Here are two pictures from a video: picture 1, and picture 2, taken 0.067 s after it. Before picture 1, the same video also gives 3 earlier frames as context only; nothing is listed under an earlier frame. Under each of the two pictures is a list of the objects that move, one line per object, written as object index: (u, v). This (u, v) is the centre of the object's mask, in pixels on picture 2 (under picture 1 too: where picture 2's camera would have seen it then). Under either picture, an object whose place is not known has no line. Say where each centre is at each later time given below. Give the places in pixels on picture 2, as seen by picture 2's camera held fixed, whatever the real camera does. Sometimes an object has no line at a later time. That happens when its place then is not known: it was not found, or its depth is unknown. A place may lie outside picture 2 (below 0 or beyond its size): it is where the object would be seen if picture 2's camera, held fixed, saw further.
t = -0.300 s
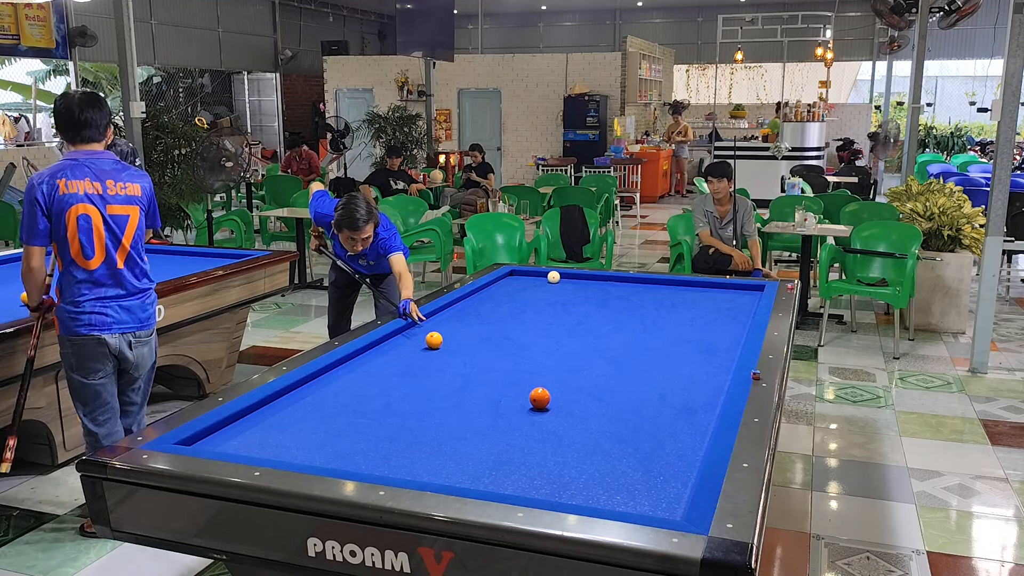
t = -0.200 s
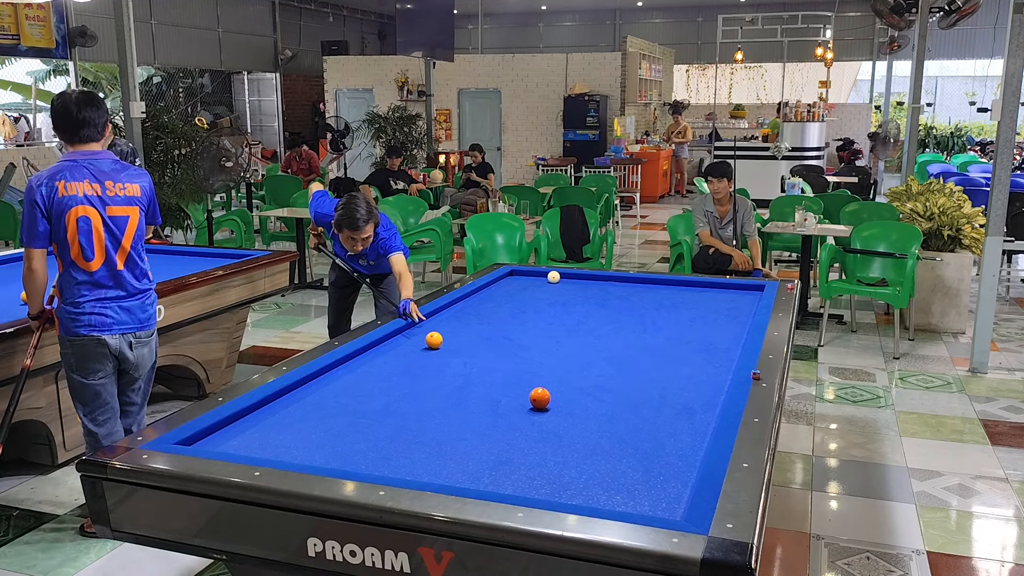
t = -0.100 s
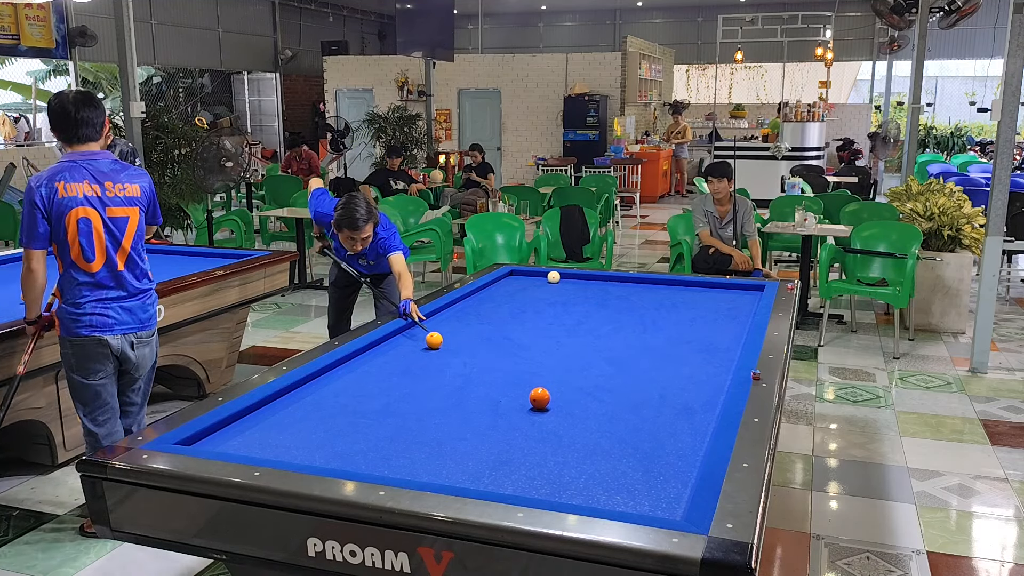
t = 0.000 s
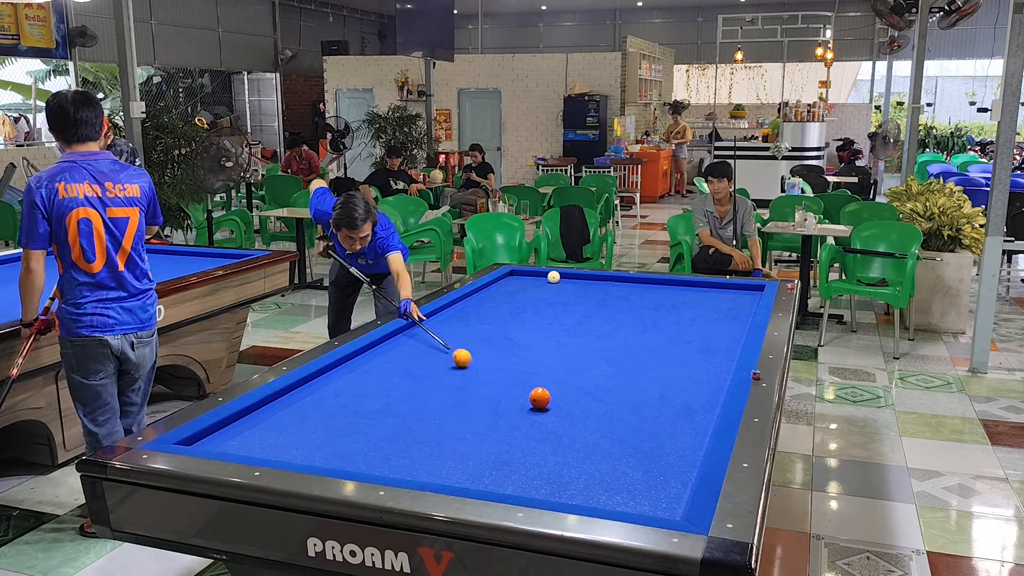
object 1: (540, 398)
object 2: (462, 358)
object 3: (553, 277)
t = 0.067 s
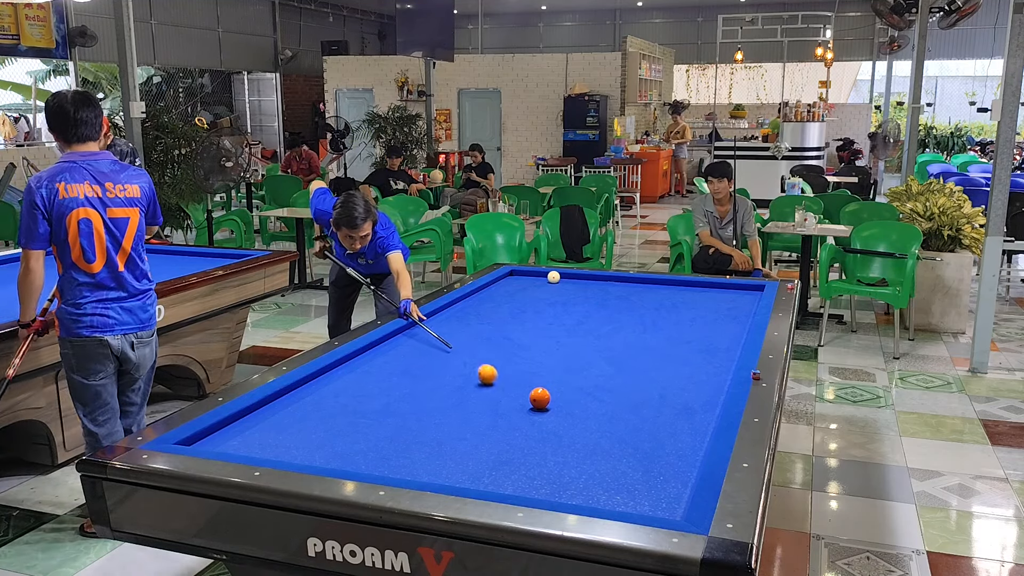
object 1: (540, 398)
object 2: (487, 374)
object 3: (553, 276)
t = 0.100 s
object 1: (540, 398)
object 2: (501, 383)
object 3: (553, 276)
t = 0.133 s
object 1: (540, 398)
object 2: (515, 392)
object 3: (553, 277)
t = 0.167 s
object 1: (554, 400)
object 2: (516, 399)
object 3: (553, 277)
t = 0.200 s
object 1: (576, 403)
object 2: (509, 406)
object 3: (553, 276)
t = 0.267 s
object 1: (618, 409)
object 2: (497, 420)
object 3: (553, 277)
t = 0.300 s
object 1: (639, 413)
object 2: (492, 428)
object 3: (553, 277)
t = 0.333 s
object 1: (660, 416)
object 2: (487, 436)
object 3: (553, 277)
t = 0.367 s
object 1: (680, 418)
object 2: (483, 444)
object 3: (553, 277)
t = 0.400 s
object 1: (700, 422)
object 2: (479, 454)
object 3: (553, 277)
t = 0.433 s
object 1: (703, 423)
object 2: (476, 464)
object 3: (553, 277)
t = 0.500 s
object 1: (674, 421)
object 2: (471, 480)
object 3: (553, 277)
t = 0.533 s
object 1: (661, 420)
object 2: (486, 480)
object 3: (553, 277)
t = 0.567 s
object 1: (649, 419)
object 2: (504, 475)
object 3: (553, 277)
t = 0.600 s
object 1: (637, 419)
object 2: (521, 470)
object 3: (553, 277)
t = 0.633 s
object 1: (627, 418)
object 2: (537, 465)
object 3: (553, 277)
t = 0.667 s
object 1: (616, 417)
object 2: (553, 461)
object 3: (553, 277)
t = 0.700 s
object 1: (606, 417)
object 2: (567, 456)
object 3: (553, 277)
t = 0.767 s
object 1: (585, 415)
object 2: (595, 449)
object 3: (553, 277)
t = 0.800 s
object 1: (575, 415)
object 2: (608, 446)
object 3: (553, 277)
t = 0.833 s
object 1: (565, 415)
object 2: (620, 444)
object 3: (553, 277)
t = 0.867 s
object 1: (555, 414)
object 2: (633, 441)
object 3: (553, 277)
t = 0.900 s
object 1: (545, 413)
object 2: (645, 438)
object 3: (553, 277)
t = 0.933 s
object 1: (535, 413)
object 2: (657, 435)
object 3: (553, 277)
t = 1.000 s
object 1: (515, 412)
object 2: (680, 430)
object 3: (553, 277)
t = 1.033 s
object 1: (505, 412)
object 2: (691, 428)
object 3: (553, 277)
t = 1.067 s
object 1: (496, 411)
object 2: (702, 425)
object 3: (553, 277)
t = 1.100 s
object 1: (486, 410)
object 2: (706, 422)
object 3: (553, 277)
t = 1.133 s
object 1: (476, 410)
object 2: (700, 418)
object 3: (553, 277)
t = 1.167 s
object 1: (467, 409)
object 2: (695, 414)
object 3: (553, 277)
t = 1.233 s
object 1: (448, 409)
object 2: (688, 407)
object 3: (553, 277)
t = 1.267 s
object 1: (438, 408)
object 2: (685, 403)
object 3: (553, 277)
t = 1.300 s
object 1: (429, 408)
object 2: (682, 400)
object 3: (553, 277)
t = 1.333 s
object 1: (420, 407)
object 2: (678, 397)
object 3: (553, 277)
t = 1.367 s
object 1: (410, 407)
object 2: (675, 394)
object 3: (553, 277)
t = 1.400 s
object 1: (401, 407)
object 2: (672, 391)
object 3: (553, 277)
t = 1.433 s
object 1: (392, 406)
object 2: (669, 388)
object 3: (553, 277)
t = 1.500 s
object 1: (374, 405)
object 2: (663, 382)
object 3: (553, 277)
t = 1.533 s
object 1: (365, 404)
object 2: (660, 379)
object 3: (553, 277)
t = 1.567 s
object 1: (355, 404)
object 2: (658, 376)
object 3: (553, 277)
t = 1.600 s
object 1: (347, 404)
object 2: (655, 373)
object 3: (553, 277)
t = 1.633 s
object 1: (338, 404)
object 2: (653, 371)
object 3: (553, 277)
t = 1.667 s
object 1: (329, 403)
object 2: (650, 368)
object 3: (553, 277)
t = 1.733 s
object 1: (311, 402)
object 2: (645, 363)
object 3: (553, 277)
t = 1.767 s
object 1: (302, 402)
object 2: (643, 361)
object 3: (553, 277)
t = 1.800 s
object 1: (294, 401)
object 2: (640, 358)
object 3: (553, 277)
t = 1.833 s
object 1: (285, 401)
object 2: (638, 356)
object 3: (553, 277)
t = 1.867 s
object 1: (276, 400)
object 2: (636, 354)
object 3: (553, 277)
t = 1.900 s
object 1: (274, 401)
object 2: (634, 351)
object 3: (553, 277)
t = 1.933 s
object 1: (279, 402)
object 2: (632, 349)
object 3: (553, 277)
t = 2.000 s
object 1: (288, 403)
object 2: (627, 345)
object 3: (553, 277)
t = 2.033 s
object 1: (292, 403)
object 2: (625, 343)
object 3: (553, 277)
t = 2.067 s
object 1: (296, 404)
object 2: (623, 341)
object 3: (553, 277)
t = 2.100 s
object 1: (300, 405)
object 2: (622, 339)
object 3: (553, 277)
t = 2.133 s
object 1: (304, 406)
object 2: (620, 337)
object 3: (553, 277)
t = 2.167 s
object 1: (308, 407)
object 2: (618, 335)
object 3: (553, 276)
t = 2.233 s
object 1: (316, 408)
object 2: (614, 331)
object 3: (553, 277)
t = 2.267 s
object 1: (320, 409)
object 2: (612, 329)
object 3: (553, 277)
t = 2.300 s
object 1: (324, 410)
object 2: (611, 327)
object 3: (553, 277)
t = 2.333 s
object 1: (328, 411)
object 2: (609, 326)
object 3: (553, 277)
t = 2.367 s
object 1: (332, 411)
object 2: (607, 324)
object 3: (553, 277)
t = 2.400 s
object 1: (336, 412)
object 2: (606, 322)
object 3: (553, 277)
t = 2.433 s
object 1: (340, 413)
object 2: (604, 321)
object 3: (553, 277)
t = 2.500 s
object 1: (348, 414)
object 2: (601, 318)
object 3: (553, 277)
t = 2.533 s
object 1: (351, 415)
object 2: (599, 316)
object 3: (553, 277)
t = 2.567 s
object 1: (355, 416)
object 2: (598, 314)
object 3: (553, 277)
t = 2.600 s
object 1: (359, 416)
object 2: (597, 313)
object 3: (553, 277)
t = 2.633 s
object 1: (363, 417)
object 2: (595, 311)
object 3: (553, 277)
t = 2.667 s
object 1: (367, 418)
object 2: (594, 310)
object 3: (553, 277)
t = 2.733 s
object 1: (375, 420)
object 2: (591, 307)
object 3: (553, 277)
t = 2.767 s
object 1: (379, 421)
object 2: (590, 306)
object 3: (553, 277)
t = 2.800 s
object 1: (383, 421)
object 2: (588, 304)
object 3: (553, 277)
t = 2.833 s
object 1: (387, 422)
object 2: (587, 303)
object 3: (553, 277)
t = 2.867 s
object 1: (391, 423)
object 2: (586, 302)
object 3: (553, 277)
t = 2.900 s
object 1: (395, 423)
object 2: (584, 300)
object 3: (553, 277)
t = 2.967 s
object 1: (403, 425)
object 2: (582, 298)
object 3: (553, 277)
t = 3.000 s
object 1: (407, 426)
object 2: (581, 297)
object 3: (553, 277)
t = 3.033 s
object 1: (411, 427)
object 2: (580, 295)
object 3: (553, 277)
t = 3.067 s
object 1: (415, 428)
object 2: (579, 294)
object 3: (553, 277)
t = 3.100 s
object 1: (419, 428)
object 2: (577, 293)
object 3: (553, 277)
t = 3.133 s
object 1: (423, 429)
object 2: (576, 292)
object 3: (553, 277)
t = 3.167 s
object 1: (427, 430)
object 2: (575, 291)
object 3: (553, 277)
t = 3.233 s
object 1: (435, 432)
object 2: (573, 288)
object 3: (553, 277)
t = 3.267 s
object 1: (439, 433)
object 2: (572, 287)
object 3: (553, 277)
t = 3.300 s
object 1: (443, 433)
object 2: (571, 286)
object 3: (553, 277)
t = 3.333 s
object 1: (447, 434)
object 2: (570, 285)
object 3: (553, 277)
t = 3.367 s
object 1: (451, 435)
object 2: (569, 284)
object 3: (553, 277)
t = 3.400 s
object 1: (455, 435)
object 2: (568, 283)
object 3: (553, 277)
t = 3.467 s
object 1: (463, 437)
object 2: (566, 281)
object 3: (553, 277)
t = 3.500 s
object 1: (467, 438)
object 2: (565, 280)
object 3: (553, 277)
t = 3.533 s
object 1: (471, 439)
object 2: (564, 279)
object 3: (553, 276)
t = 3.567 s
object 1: (475, 440)
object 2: (565, 278)
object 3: (551, 276)
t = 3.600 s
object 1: (479, 440)
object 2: (567, 277)
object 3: (549, 276)
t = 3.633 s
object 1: (483, 441)
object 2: (568, 277)
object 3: (547, 276)
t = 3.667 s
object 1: (487, 442)
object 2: (569, 276)
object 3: (546, 275)
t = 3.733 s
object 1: (495, 444)
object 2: (570, 275)
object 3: (542, 275)
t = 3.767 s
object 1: (500, 445)
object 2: (569, 276)
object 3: (540, 275)
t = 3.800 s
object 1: (503, 446)
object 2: (567, 276)
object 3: (539, 274)
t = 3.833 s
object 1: (508, 446)
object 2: (566, 276)
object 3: (537, 274)
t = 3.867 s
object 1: (512, 447)
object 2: (565, 276)
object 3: (535, 274)
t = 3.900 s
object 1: (516, 448)
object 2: (564, 277)
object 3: (534, 273)
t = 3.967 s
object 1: (524, 450)
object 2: (561, 277)
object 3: (530, 273)
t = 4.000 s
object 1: (528, 450)
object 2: (560, 277)
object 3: (529, 273)
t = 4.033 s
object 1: (532, 451)
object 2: (559, 278)
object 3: (527, 272)
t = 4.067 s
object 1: (536, 452)
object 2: (557, 278)
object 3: (525, 272)
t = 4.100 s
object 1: (540, 453)
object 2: (556, 278)
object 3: (524, 272)
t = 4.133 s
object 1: (544, 454)
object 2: (555, 279)
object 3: (522, 272)
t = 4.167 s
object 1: (548, 455)
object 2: (554, 279)
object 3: (521, 272)
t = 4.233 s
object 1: (556, 457)
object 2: (551, 279)
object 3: (517, 271)
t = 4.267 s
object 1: (560, 458)
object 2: (550, 280)
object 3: (515, 271)
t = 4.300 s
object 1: (565, 458)
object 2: (549, 280)
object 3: (514, 271)
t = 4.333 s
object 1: (569, 460)
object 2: (548, 280)
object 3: (515, 271)
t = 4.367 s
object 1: (573, 460)
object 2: (546, 280)
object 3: (515, 272)
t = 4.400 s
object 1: (577, 461)
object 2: (545, 281)
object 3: (516, 272)
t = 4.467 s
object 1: (585, 463)
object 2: (543, 281)
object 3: (518, 272)
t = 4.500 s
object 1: (589, 464)
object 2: (542, 281)
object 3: (518, 272)
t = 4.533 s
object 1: (593, 465)
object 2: (540, 282)
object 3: (519, 272)
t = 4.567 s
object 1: (597, 466)
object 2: (539, 282)
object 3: (520, 272)
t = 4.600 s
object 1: (601, 466)
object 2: (538, 282)
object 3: (520, 273)
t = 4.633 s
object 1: (605, 467)
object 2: (537, 282)
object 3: (521, 273)
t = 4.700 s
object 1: (614, 469)
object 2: (535, 283)
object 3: (522, 273)
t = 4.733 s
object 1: (618, 470)
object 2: (533, 283)
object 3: (523, 273)
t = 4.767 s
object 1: (622, 471)
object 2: (533, 283)
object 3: (524, 273)
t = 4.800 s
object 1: (626, 472)
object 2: (531, 284)
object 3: (524, 273)
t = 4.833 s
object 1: (630, 473)
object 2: (530, 284)
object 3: (525, 273)
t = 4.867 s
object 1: (634, 474)
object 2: (529, 284)
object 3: (526, 273)
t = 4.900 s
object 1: (638, 475)
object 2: (528, 284)
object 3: (527, 273)
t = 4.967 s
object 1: (647, 476)
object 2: (526, 285)
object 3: (528, 273)
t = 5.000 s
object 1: (651, 477)
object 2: (524, 285)
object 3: (529, 274)
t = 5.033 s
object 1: (655, 478)
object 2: (523, 285)
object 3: (529, 274)
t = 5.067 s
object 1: (659, 479)
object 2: (522, 286)
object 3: (530, 274)
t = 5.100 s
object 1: (663, 480)
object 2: (521, 286)
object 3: (531, 274)
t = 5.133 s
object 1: (667, 481)
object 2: (520, 286)
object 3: (531, 274)
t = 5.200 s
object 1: (675, 483)
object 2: (518, 287)
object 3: (533, 275)
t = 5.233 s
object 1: (680, 484)
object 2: (517, 287)
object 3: (533, 275)
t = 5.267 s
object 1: (683, 484)
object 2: (515, 287)
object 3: (534, 275)
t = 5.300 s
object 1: (682, 485)
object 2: (514, 287)
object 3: (534, 275)
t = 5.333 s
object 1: (679, 484)
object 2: (513, 288)
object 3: (535, 275)
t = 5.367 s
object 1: (676, 484)
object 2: (512, 288)
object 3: (536, 275)
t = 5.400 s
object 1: (674, 484)
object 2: (511, 288)
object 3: (536, 275)
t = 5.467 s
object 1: (669, 484)
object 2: (509, 289)
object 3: (537, 275)
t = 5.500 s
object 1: (667, 484)
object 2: (508, 289)
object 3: (538, 275)
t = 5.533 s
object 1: (664, 484)
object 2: (506, 289)
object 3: (539, 276)
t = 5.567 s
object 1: (662, 484)
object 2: (505, 289)
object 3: (539, 276)
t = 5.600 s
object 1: (660, 483)
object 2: (504, 289)
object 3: (540, 276)
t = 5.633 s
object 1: (657, 483)
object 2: (503, 290)
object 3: (540, 276)
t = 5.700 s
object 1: (653, 483)
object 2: (501, 290)
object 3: (542, 276)
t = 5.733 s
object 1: (650, 483)
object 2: (500, 290)
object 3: (542, 276)
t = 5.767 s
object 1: (648, 483)
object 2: (499, 290)
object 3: (543, 276)
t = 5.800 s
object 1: (646, 483)
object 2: (498, 291)
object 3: (543, 276)
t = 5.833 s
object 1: (644, 483)
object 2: (497, 291)
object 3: (544, 276)
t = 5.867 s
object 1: (641, 482)
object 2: (496, 291)
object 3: (544, 276)
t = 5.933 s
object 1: (637, 482)
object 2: (494, 292)
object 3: (545, 276)
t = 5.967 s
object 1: (635, 482)
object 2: (493, 292)
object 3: (546, 277)
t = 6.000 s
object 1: (633, 482)
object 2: (492, 292)
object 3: (546, 277)
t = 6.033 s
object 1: (630, 482)
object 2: (491, 292)
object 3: (547, 277)
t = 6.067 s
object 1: (628, 482)
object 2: (490, 292)
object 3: (548, 277)
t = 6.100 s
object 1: (627, 482)
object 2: (489, 292)
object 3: (548, 277)
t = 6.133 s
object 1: (624, 482)
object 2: (488, 293)
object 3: (549, 277)
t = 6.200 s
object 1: (620, 481)
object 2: (486, 293)
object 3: (550, 277)
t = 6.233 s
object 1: (618, 481)
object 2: (485, 293)
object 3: (550, 277)
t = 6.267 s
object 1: (616, 481)
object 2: (484, 294)
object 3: (551, 277)
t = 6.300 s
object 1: (615, 481)
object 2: (483, 294)
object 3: (551, 277)
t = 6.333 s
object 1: (613, 481)
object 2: (482, 294)
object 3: (552, 277)
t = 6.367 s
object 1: (611, 481)
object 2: (481, 294)
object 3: (552, 277)
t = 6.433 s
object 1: (607, 481)
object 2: (479, 294)
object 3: (553, 277)
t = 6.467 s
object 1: (605, 481)
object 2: (478, 295)
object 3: (553, 277)
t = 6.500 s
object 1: (603, 481)
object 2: (477, 295)
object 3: (554, 277)
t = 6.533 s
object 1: (601, 481)
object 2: (477, 295)
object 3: (554, 277)
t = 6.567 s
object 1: (600, 481)
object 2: (476, 295)
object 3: (555, 277)
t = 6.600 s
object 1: (598, 481)
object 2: (475, 296)
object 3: (555, 277)
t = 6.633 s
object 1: (596, 481)
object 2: (474, 296)
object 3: (555, 278)
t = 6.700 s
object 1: (593, 481)
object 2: (472, 296)
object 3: (556, 278)
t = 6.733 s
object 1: (591, 481)
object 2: (471, 296)
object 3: (557, 278)
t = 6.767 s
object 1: (589, 481)
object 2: (470, 296)
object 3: (557, 278)
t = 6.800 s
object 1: (588, 481)
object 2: (470, 296)
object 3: (557, 278)
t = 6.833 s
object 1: (586, 481)
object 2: (469, 297)
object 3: (558, 278)
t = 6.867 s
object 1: (584, 480)
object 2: (468, 297)
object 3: (558, 278)
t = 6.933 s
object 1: (581, 481)
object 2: (466, 297)
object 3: (559, 278)
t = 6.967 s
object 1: (580, 481)
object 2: (466, 297)
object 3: (559, 278)
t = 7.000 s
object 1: (578, 481)
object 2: (466, 297)
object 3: (559, 278)
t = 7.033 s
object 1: (577, 481)
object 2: (466, 298)
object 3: (560, 278)
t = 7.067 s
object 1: (575, 481)
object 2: (466, 298)
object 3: (560, 278)
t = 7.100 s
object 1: (573, 481)
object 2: (466, 298)
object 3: (560, 278)
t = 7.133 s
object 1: (572, 481)
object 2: (466, 298)
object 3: (560, 278)
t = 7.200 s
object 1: (569, 481)
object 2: (467, 298)
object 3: (561, 278)
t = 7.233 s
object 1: (568, 480)
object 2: (467, 299)
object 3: (561, 278)
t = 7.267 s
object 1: (566, 481)
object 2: (467, 299)
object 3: (561, 278)
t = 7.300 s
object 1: (565, 481)
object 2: (467, 299)
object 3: (562, 278)
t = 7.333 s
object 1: (564, 481)
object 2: (467, 299)
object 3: (562, 278)
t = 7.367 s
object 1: (563, 481)
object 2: (467, 299)
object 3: (562, 278)
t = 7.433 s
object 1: (560, 481)
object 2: (467, 300)
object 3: (562, 278)
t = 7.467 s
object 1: (559, 481)
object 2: (467, 300)
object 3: (563, 278)
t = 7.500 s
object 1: (558, 481)
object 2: (467, 300)
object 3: (563, 278)
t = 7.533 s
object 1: (556, 481)
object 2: (467, 300)
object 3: (563, 278)
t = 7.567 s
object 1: (555, 481)
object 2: (467, 300)
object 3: (563, 278)
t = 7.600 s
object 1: (554, 481)
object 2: (468, 300)
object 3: (564, 278)
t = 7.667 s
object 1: (552, 481)
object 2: (468, 301)
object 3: (564, 278)
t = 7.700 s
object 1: (551, 481)
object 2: (468, 301)
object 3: (564, 278)
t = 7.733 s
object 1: (550, 481)
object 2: (468, 301)
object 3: (564, 278)
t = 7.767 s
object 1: (549, 481)
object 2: (468, 301)
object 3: (564, 278)
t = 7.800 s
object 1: (548, 481)
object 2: (468, 301)
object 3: (564, 278)
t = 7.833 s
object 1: (547, 482)
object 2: (468, 301)
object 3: (565, 278)
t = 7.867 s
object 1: (546, 482)
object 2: (468, 301)
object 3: (565, 279)
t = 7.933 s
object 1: (544, 481)
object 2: (469, 302)
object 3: (565, 279)
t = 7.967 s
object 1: (543, 481)
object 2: (469, 302)
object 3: (565, 279)
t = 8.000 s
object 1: (542, 482)
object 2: (469, 302)
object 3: (565, 279)
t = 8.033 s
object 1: (541, 482)
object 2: (469, 302)
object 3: (565, 279)
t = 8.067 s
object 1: (540, 482)
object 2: (469, 302)
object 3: (565, 279)
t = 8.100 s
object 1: (539, 482)
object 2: (470, 302)
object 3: (565, 279)
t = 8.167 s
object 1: (538, 482)
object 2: (470, 302)
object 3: (565, 279)
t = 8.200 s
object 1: (537, 482)
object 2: (470, 302)
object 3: (565, 279)
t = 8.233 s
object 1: (536, 482)
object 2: (470, 302)
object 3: (565, 279)
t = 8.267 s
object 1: (536, 482)
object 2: (470, 303)
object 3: (565, 279)
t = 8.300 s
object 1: (535, 482)
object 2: (471, 303)
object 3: (565, 279)
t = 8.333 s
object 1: (534, 482)
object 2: (471, 303)
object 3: (565, 279)
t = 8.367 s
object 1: (534, 483)
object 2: (471, 303)
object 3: (565, 279)
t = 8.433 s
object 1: (533, 483)
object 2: (472, 303)
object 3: (565, 279)
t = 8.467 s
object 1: (532, 483)
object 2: (472, 303)
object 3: (565, 279)
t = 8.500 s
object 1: (532, 483)
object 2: (472, 303)
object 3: (565, 279)
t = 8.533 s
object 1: (531, 483)
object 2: (473, 303)
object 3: (566, 279)
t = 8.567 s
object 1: (531, 483)
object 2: (473, 303)
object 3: (565, 279)
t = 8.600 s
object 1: (530, 483)
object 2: (473, 303)
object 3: (565, 279)
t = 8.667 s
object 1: (529, 483)
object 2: (473, 303)
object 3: (565, 279)
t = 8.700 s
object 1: (529, 483)
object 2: (474, 303)
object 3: (565, 279)
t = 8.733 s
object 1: (528, 483)
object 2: (474, 303)
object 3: (565, 279)
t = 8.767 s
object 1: (528, 483)
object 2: (474, 304)
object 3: (565, 279)
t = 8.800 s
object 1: (527, 483)
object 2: (474, 304)
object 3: (565, 279)
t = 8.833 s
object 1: (527, 483)
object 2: (475, 304)
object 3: (565, 279)
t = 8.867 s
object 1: (526, 483)
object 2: (475, 304)
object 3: (565, 279)
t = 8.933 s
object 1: (526, 483)
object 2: (475, 304)
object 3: (565, 279)
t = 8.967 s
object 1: (525, 483)
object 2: (475, 304)
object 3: (565, 279)
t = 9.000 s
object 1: (525, 483)
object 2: (475, 304)
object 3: (565, 279)
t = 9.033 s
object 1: (525, 483)
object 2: (475, 304)
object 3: (565, 279)
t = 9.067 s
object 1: (524, 483)
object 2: (475, 304)
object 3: (565, 279)
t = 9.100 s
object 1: (524, 483)
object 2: (475, 304)
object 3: (565, 279)
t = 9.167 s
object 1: (523, 483)
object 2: (476, 304)
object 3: (565, 279)
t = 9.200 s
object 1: (523, 483)
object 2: (476, 304)
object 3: (565, 279)
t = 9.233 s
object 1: (523, 483)
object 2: (476, 304)
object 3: (565, 279)
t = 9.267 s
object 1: (523, 483)
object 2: (476, 304)
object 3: (565, 279)
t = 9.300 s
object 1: (522, 483)
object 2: (476, 304)
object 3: (565, 279)
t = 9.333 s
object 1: (522, 483)
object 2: (476, 304)
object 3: (565, 279)
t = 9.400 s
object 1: (522, 483)
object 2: (476, 304)
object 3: (565, 279)
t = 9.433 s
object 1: (522, 483)
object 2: (476, 305)
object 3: (565, 279)
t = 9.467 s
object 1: (522, 483)
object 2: (476, 305)
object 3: (565, 279)
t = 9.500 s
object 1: (522, 483)
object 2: (476, 305)
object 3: (565, 279)
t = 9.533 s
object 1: (522, 483)
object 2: (476, 305)
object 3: (565, 279)
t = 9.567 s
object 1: (522, 483)
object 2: (476, 305)
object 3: (565, 279)
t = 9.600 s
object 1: (522, 483)
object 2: (477, 305)
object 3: (565, 279)
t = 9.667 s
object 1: (522, 483)
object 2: (476, 305)
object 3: (565, 279)
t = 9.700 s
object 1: (522, 483)
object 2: (477, 305)
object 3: (565, 279)
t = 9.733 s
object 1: (522, 483)
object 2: (477, 305)
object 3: (565, 279)
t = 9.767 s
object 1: (522, 483)
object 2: (477, 305)
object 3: (565, 279)
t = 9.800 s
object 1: (522, 483)
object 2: (477, 305)
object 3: (565, 279)
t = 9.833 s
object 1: (522, 483)
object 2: (477, 305)
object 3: (565, 279)
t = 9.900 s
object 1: (522, 483)
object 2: (477, 305)
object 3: (565, 279)
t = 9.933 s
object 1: (522, 483)
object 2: (477, 305)
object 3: (565, 279)
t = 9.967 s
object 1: (522, 483)
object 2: (477, 305)
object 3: (565, 279)
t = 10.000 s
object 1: (522, 483)
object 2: (477, 305)
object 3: (565, 279)
